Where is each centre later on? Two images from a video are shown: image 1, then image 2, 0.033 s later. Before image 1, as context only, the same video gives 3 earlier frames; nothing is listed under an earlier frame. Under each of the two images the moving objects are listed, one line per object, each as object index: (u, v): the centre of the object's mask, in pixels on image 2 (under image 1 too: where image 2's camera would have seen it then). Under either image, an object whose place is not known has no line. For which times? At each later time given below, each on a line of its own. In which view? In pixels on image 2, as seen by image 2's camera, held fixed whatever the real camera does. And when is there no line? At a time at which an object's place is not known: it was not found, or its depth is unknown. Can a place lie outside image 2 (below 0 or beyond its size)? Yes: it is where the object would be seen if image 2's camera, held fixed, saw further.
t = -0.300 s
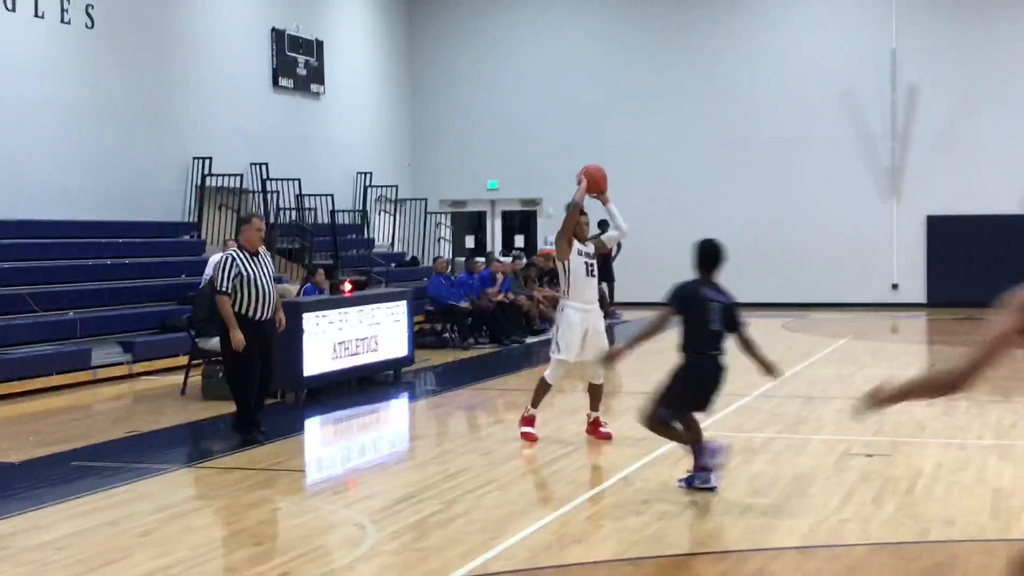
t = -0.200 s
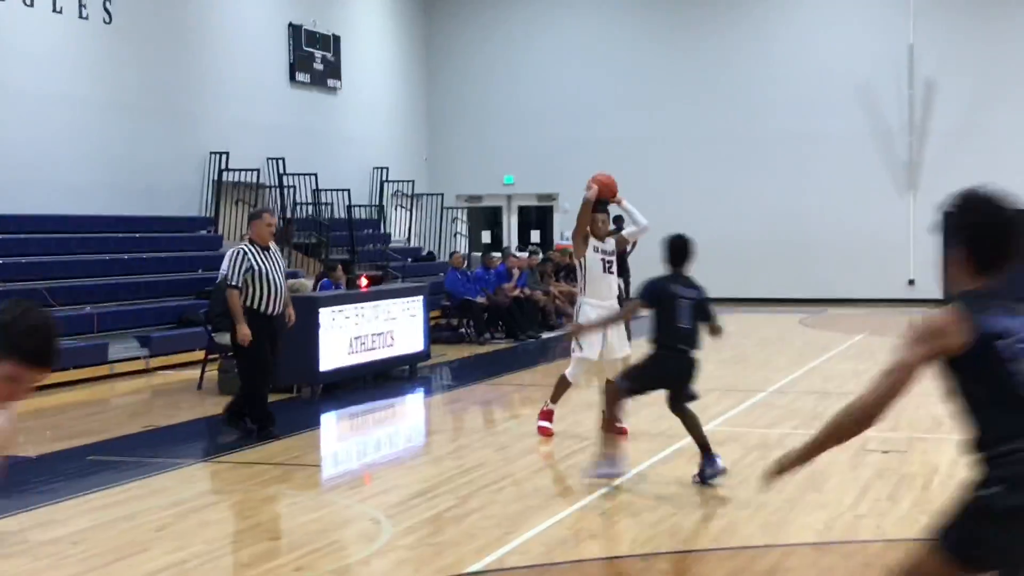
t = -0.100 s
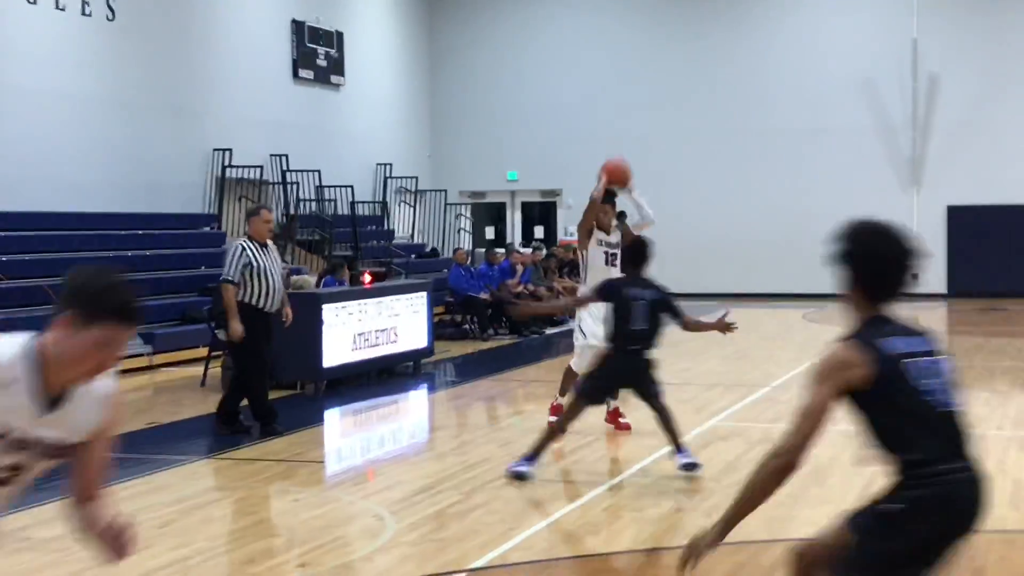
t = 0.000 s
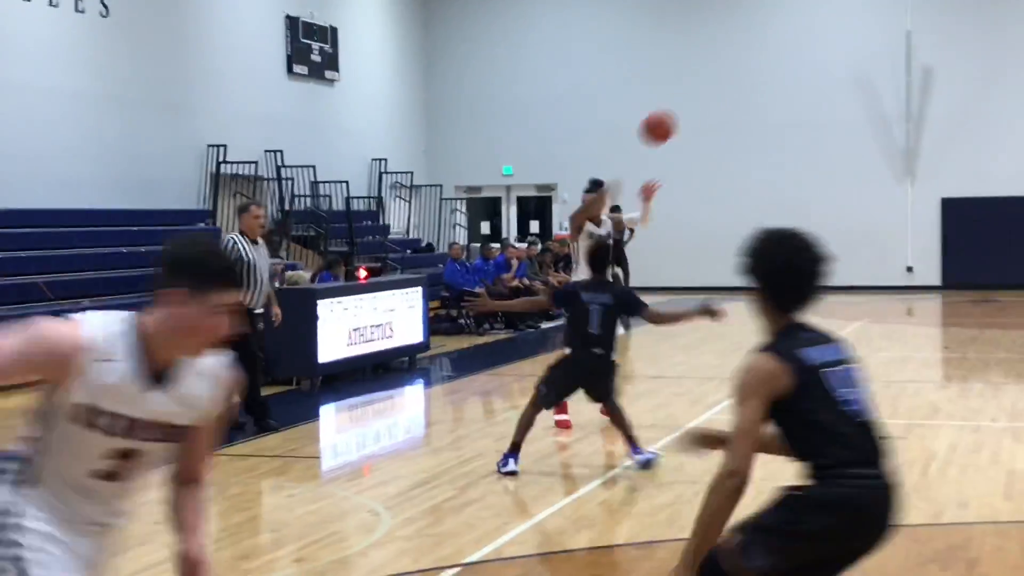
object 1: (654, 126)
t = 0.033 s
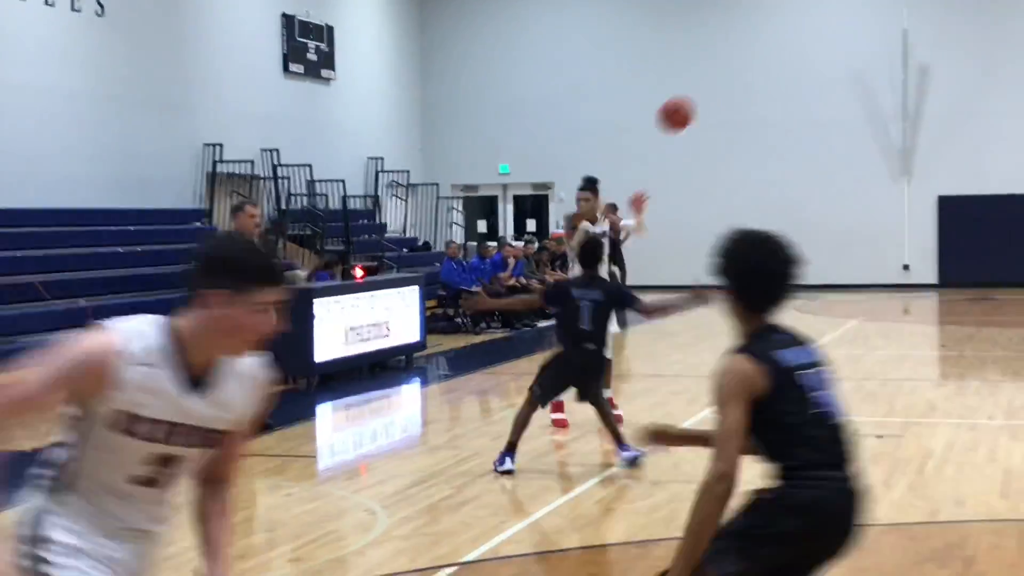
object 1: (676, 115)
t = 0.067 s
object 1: (699, 104)
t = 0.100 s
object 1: (723, 94)
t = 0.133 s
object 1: (749, 85)
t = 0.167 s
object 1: (774, 77)
